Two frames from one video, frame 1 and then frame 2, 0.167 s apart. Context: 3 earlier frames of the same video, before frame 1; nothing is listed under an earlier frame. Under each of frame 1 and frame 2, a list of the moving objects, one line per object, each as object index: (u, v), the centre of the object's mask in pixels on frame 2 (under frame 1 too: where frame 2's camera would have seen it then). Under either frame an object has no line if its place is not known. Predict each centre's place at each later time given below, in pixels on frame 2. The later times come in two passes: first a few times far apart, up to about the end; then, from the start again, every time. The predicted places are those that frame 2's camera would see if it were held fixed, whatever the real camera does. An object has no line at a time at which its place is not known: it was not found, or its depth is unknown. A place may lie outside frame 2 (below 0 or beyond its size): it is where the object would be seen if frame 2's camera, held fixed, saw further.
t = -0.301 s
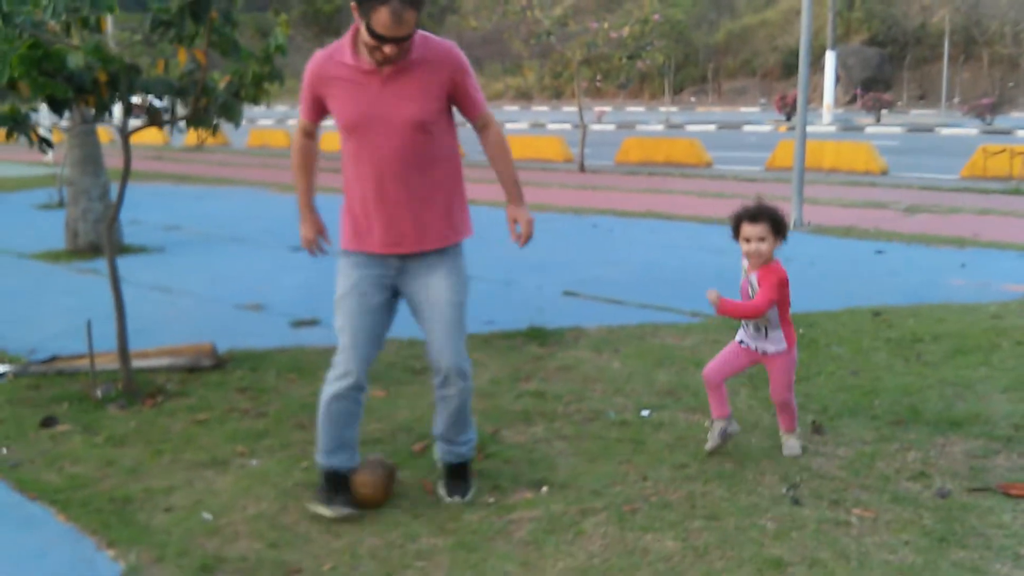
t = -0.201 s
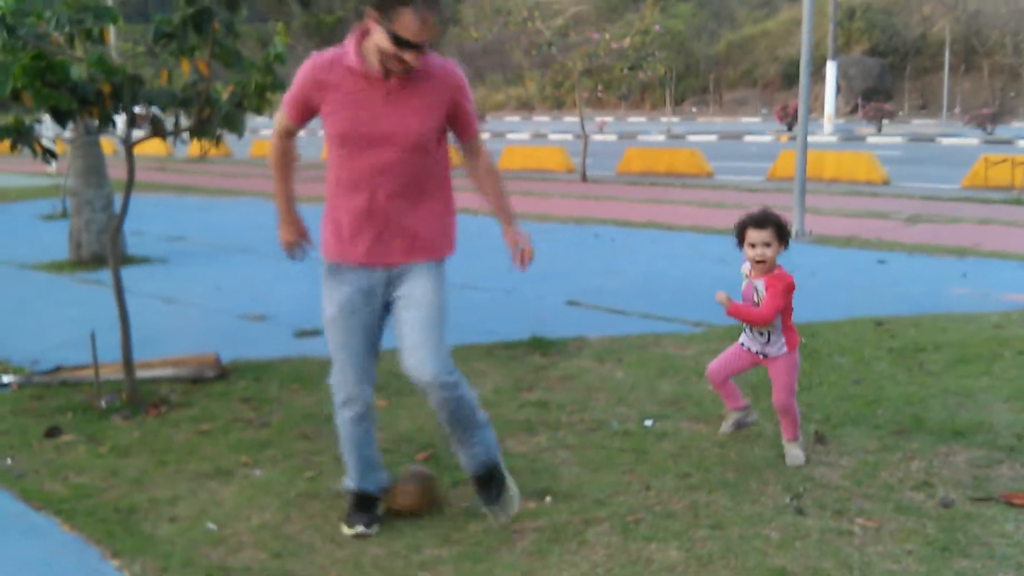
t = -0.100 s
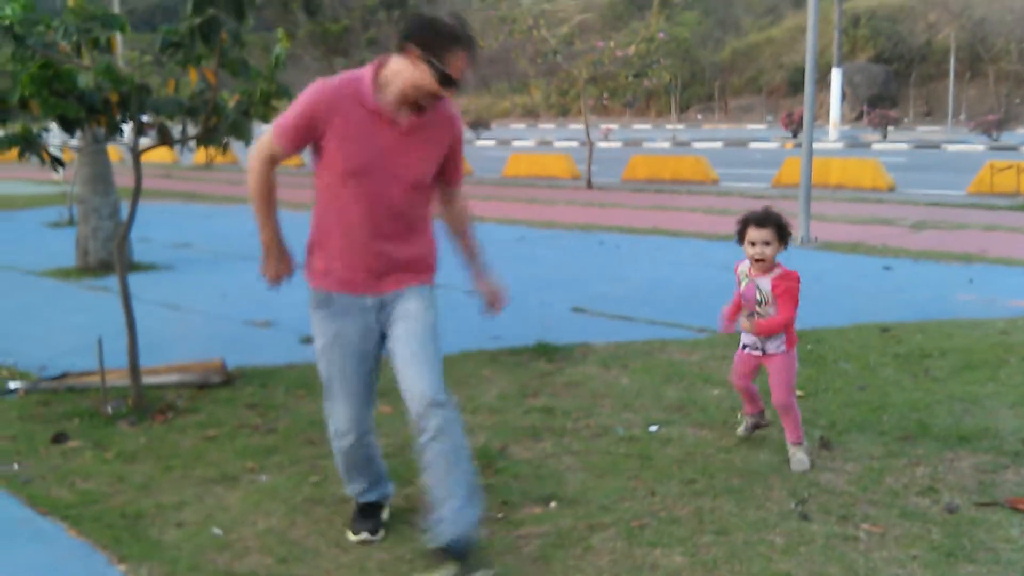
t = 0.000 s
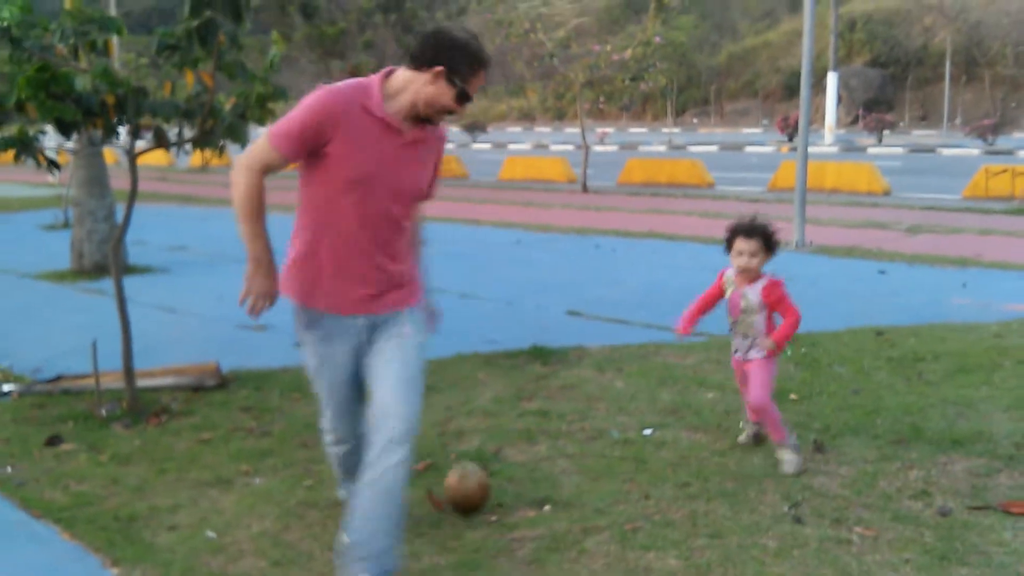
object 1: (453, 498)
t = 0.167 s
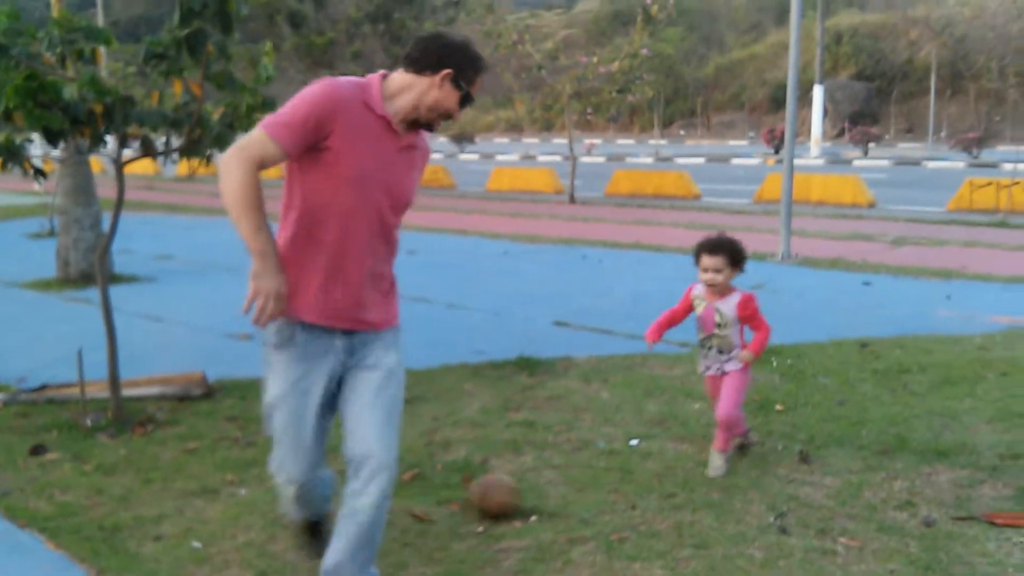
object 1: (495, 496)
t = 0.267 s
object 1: (514, 489)
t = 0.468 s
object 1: (543, 485)
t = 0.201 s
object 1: (502, 494)
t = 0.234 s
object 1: (508, 492)
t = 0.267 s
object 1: (514, 489)
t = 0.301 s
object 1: (520, 488)
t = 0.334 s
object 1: (524, 487)
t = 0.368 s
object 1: (530, 486)
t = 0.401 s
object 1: (534, 486)
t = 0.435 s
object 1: (539, 485)
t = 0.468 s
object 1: (543, 485)
